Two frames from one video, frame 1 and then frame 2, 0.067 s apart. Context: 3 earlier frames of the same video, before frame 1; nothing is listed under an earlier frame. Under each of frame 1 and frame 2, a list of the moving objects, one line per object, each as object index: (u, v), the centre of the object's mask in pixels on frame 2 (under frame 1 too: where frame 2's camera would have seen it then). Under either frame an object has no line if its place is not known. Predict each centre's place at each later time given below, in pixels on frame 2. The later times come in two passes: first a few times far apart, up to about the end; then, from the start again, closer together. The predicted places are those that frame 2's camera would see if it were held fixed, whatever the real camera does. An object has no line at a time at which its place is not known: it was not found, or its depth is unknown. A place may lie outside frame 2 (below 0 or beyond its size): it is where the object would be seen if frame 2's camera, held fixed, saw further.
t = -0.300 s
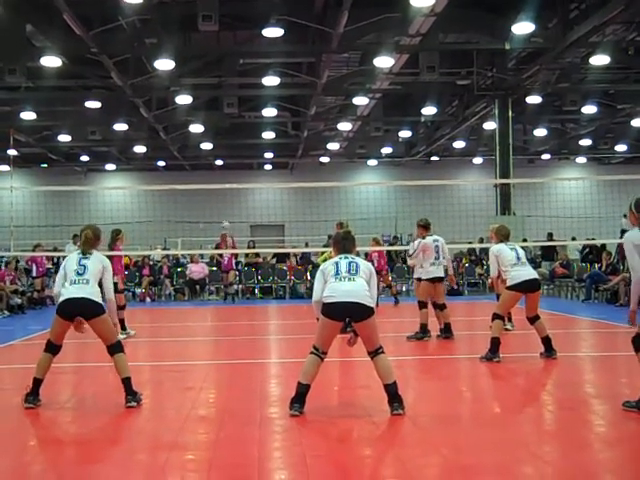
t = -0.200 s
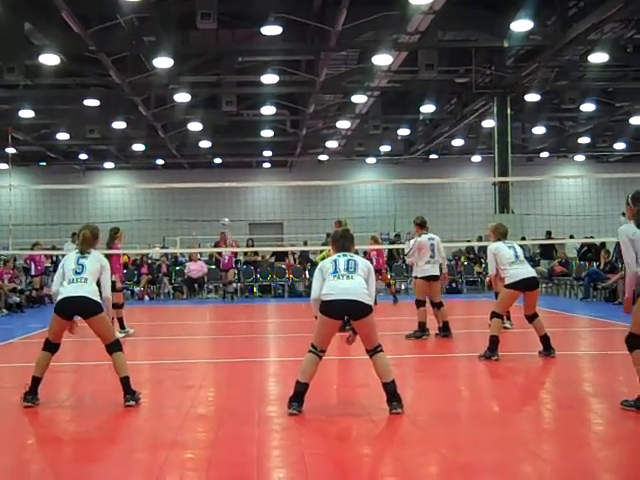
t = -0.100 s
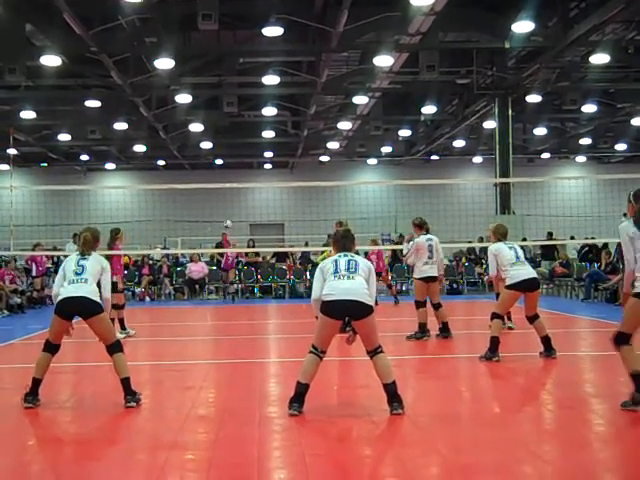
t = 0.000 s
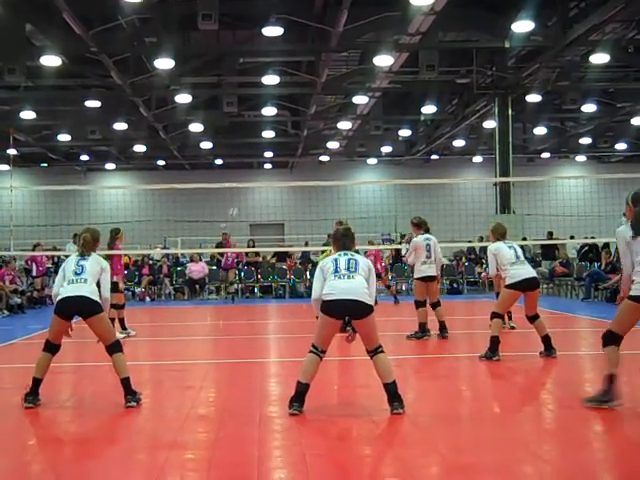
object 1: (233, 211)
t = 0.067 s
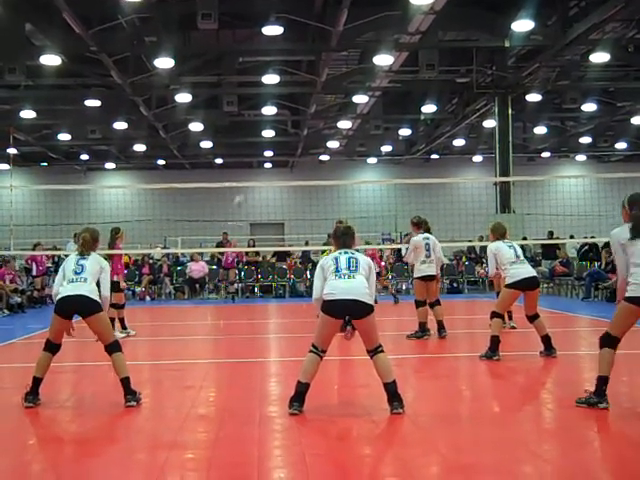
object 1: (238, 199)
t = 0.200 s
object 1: (252, 174)
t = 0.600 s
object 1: (299, 141)
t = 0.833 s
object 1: (333, 167)
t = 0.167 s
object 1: (247, 179)
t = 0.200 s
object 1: (252, 174)
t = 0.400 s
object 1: (276, 148)
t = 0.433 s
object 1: (280, 145)
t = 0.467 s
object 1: (284, 143)
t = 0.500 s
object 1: (288, 142)
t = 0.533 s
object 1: (291, 141)
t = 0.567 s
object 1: (295, 140)
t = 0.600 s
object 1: (299, 141)
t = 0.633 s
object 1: (304, 142)
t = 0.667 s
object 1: (308, 143)
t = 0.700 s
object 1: (313, 147)
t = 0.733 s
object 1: (317, 150)
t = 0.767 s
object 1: (323, 156)
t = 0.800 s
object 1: (328, 161)
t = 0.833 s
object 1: (333, 167)
